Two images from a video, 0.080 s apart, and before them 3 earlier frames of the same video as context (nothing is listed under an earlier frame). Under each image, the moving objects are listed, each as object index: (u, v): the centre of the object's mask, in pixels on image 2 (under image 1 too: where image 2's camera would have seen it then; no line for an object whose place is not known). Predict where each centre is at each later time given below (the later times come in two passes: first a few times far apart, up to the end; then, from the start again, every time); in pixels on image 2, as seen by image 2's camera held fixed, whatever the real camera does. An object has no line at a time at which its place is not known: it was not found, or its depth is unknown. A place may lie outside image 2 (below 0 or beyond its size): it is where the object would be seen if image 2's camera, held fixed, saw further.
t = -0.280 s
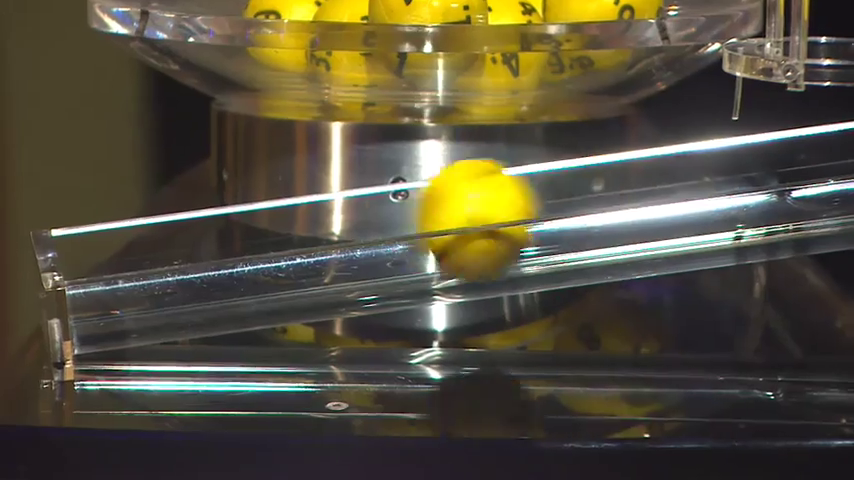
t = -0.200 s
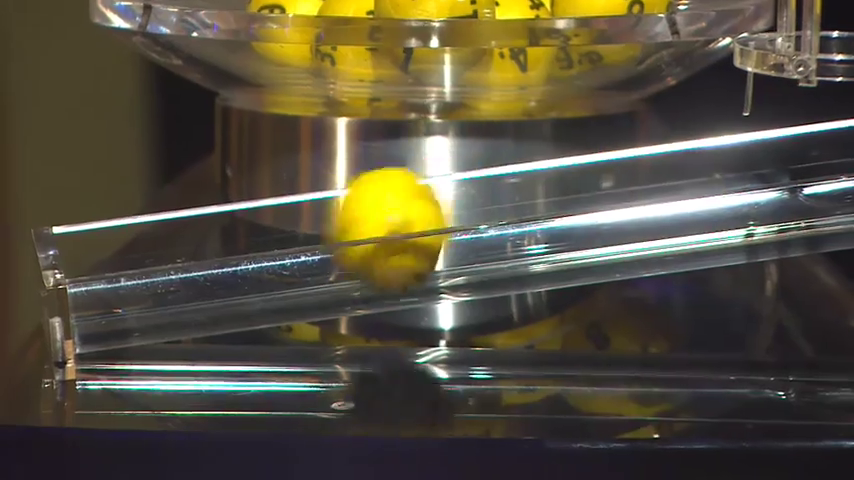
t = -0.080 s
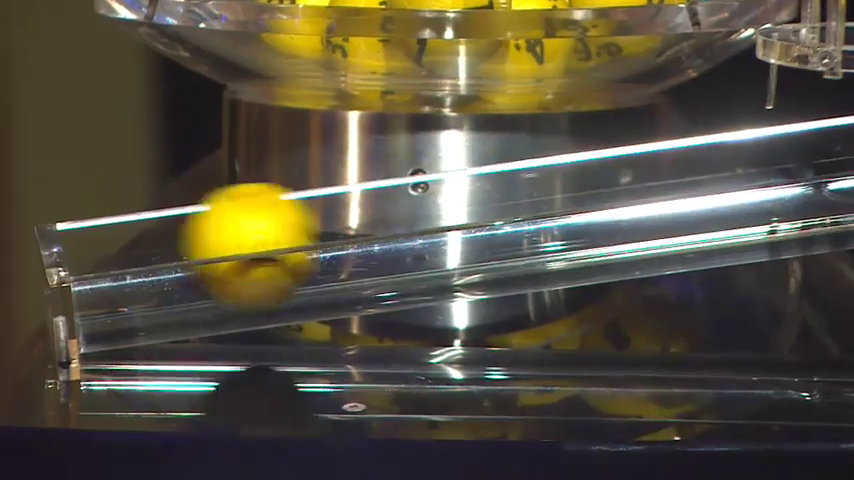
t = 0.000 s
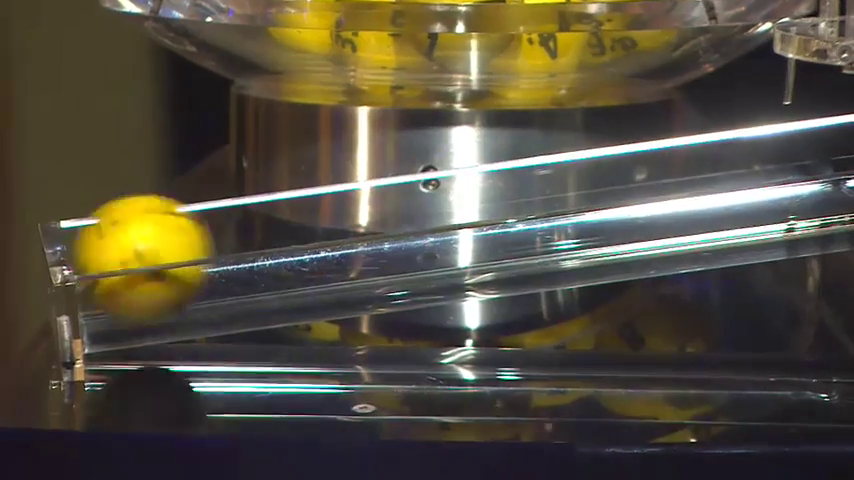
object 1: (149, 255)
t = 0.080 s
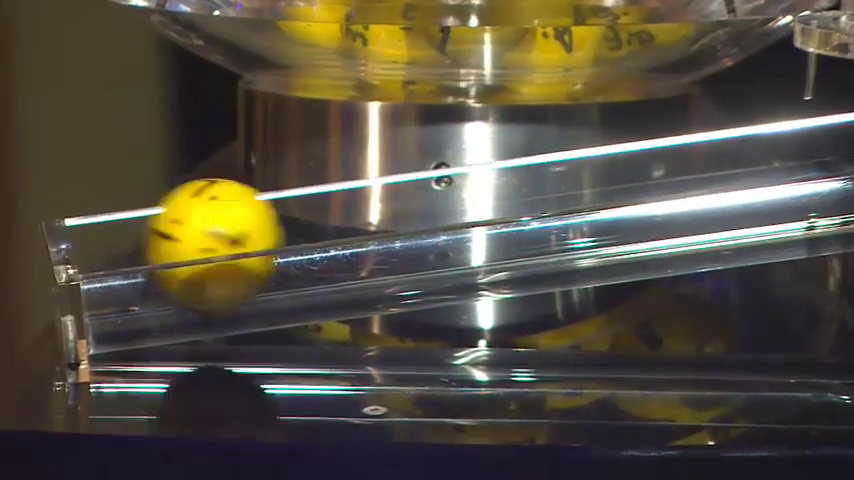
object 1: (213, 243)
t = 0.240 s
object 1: (247, 246)
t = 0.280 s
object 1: (239, 246)
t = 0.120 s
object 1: (236, 244)
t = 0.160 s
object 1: (246, 244)
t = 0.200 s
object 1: (249, 246)
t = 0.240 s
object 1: (247, 246)
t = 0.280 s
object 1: (239, 246)
